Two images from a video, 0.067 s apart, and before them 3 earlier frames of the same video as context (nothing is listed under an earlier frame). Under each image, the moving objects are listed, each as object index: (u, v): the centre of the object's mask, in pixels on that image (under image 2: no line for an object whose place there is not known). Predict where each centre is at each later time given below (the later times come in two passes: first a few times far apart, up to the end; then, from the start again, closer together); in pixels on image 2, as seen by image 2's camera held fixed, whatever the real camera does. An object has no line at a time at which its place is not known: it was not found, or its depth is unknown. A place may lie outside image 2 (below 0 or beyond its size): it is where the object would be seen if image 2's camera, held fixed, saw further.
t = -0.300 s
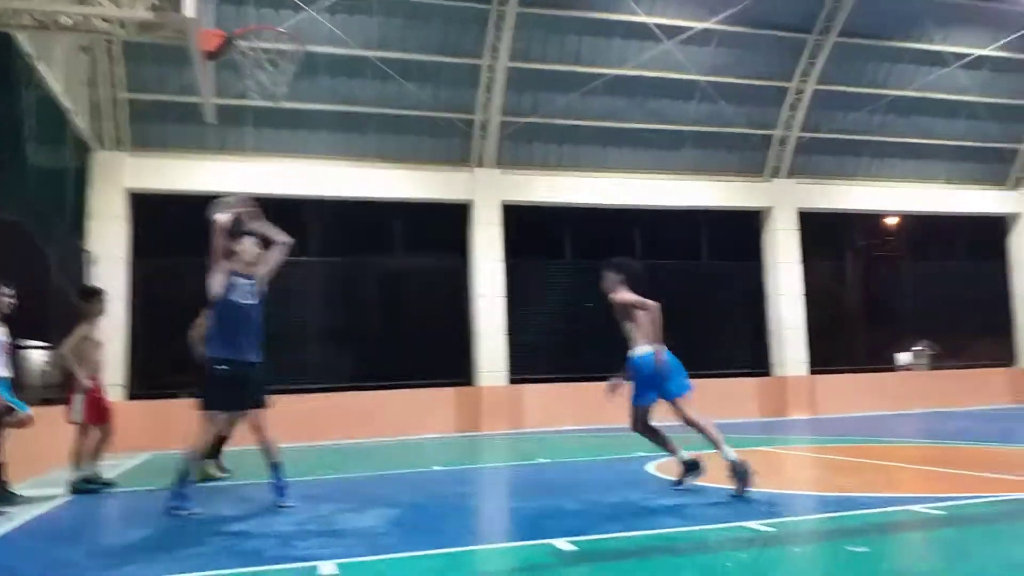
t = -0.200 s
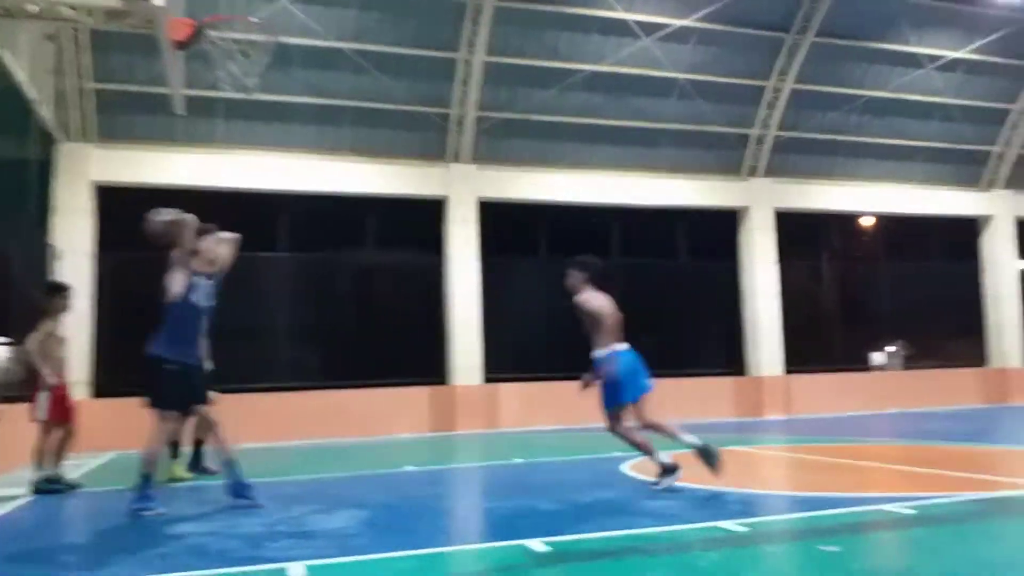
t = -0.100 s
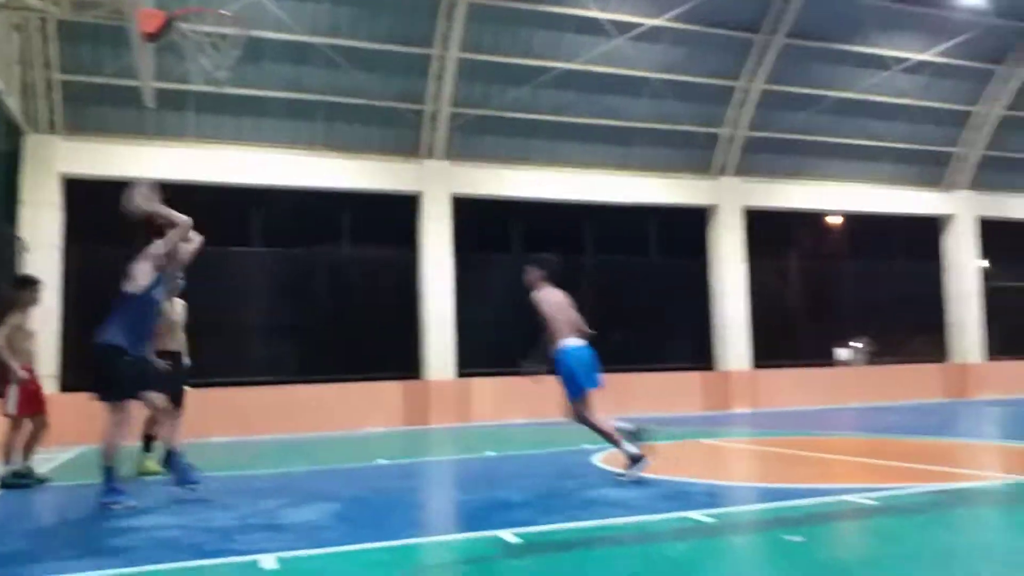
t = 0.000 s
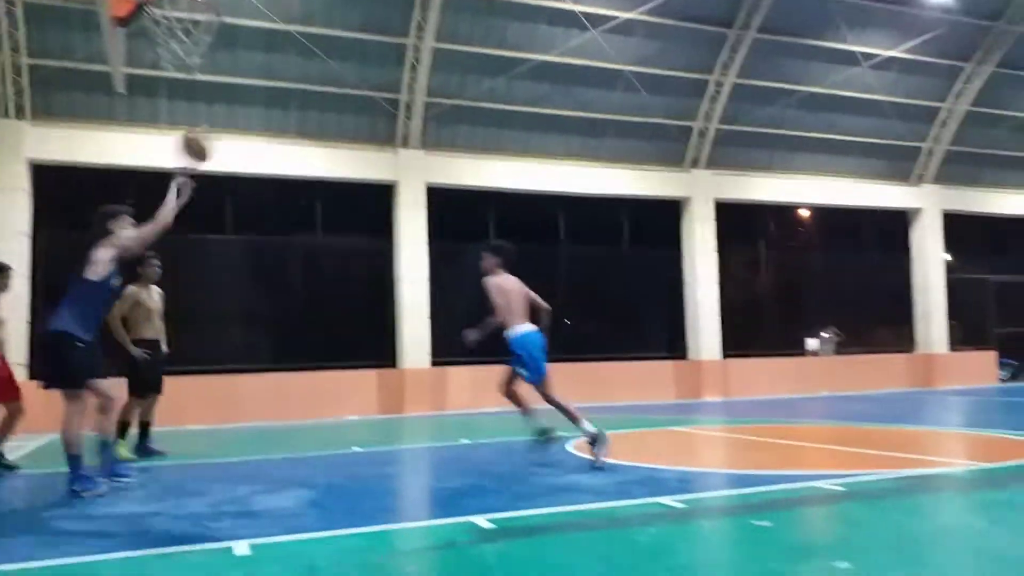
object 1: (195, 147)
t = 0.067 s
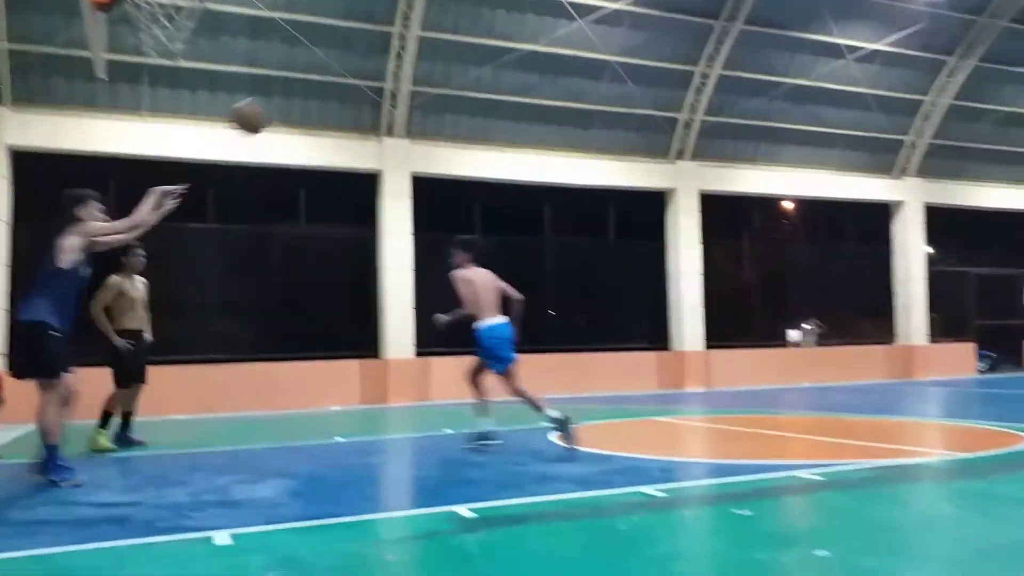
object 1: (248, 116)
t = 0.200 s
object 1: (372, 104)
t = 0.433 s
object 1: (559, 141)
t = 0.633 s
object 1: (692, 213)
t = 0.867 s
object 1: (823, 334)
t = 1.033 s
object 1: (890, 374)
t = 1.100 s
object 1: (904, 341)
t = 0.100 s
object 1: (281, 112)
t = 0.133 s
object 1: (312, 109)
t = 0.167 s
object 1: (345, 105)
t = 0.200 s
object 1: (372, 104)
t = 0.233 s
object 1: (402, 107)
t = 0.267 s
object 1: (429, 107)
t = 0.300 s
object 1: (458, 112)
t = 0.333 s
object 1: (484, 118)
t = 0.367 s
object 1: (509, 124)
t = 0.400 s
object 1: (534, 131)
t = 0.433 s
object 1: (559, 141)
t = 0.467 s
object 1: (584, 149)
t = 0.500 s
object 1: (604, 158)
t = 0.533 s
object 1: (627, 173)
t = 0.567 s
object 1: (651, 187)
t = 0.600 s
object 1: (669, 199)
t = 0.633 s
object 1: (692, 213)
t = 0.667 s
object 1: (712, 228)
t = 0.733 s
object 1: (750, 261)
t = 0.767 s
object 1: (768, 278)
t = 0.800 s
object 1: (788, 297)
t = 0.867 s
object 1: (823, 334)
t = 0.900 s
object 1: (839, 356)
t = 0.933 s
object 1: (857, 381)
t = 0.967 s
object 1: (872, 401)
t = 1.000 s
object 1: (883, 392)
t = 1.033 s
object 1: (890, 374)
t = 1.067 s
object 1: (898, 360)
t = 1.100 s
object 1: (904, 341)
